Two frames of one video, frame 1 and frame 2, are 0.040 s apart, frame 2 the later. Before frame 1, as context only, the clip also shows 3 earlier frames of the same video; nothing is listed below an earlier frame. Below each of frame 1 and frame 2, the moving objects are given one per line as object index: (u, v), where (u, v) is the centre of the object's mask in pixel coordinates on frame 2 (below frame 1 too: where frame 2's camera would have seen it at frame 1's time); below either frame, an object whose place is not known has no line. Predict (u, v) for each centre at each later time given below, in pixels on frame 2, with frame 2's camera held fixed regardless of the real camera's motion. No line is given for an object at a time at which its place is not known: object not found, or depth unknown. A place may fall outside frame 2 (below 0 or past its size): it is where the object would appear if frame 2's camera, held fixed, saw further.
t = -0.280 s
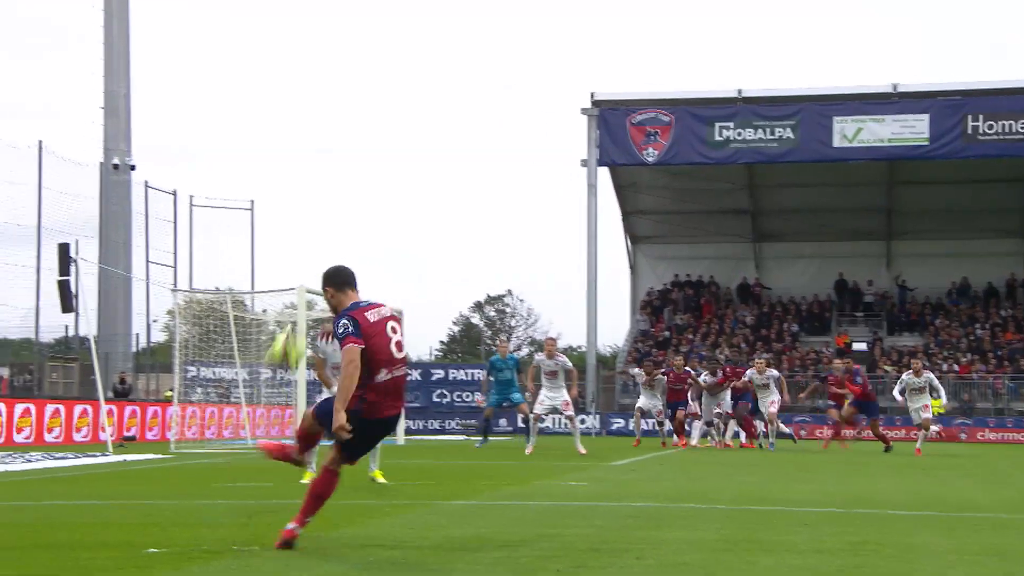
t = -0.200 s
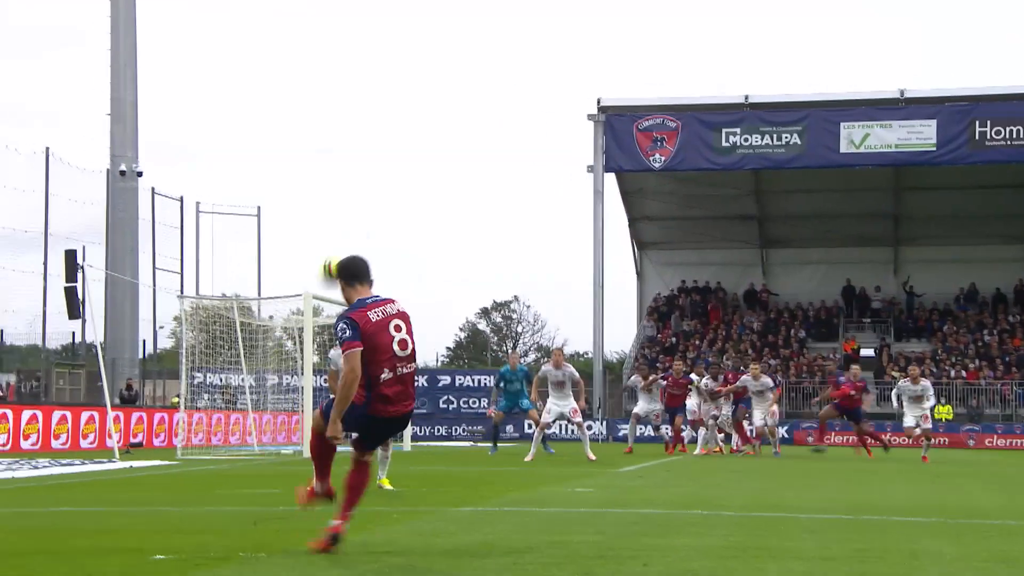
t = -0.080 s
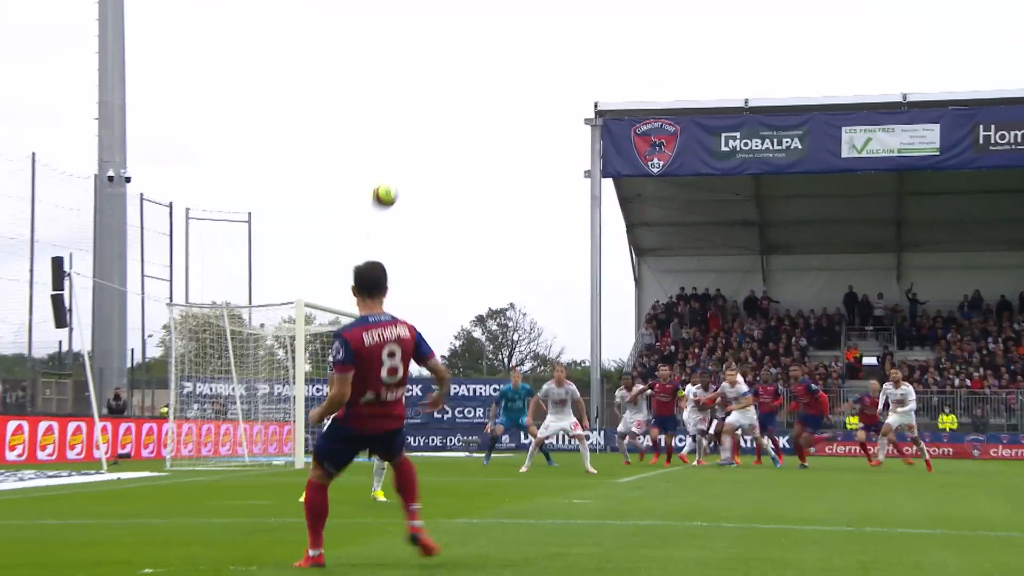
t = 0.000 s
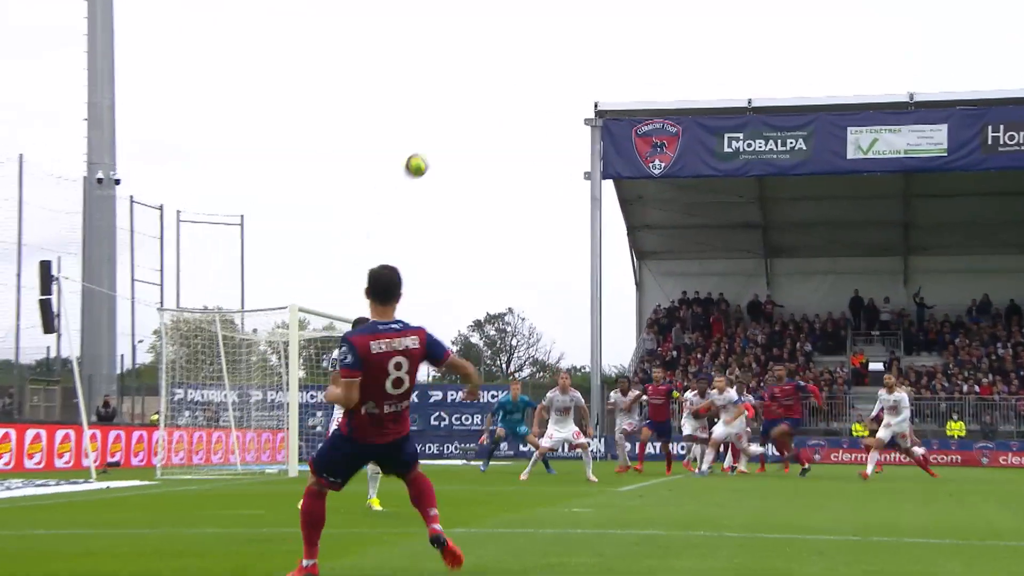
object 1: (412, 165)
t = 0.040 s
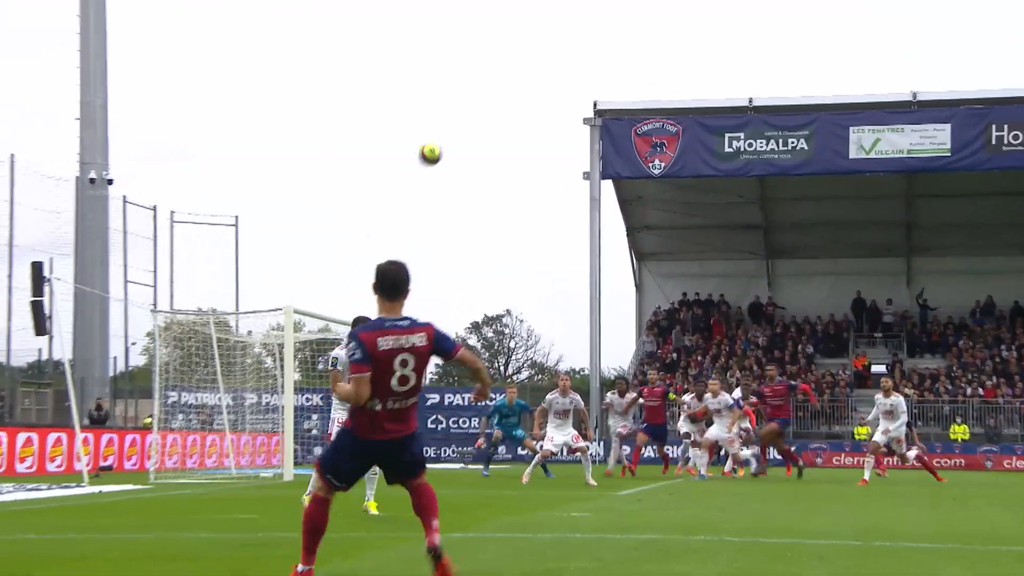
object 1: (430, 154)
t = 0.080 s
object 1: (448, 146)
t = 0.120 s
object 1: (465, 140)
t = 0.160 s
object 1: (481, 135)
